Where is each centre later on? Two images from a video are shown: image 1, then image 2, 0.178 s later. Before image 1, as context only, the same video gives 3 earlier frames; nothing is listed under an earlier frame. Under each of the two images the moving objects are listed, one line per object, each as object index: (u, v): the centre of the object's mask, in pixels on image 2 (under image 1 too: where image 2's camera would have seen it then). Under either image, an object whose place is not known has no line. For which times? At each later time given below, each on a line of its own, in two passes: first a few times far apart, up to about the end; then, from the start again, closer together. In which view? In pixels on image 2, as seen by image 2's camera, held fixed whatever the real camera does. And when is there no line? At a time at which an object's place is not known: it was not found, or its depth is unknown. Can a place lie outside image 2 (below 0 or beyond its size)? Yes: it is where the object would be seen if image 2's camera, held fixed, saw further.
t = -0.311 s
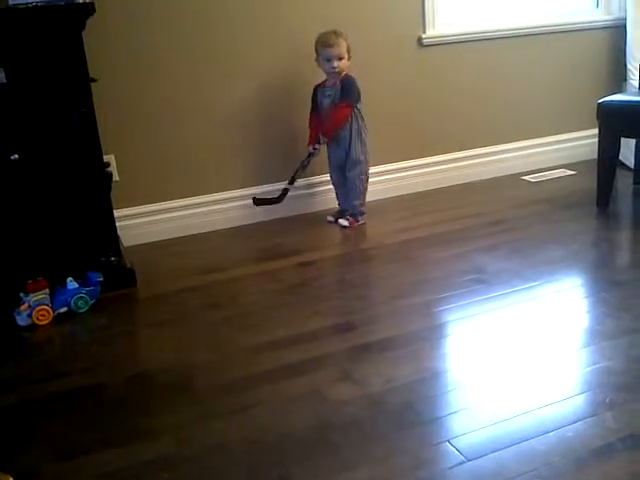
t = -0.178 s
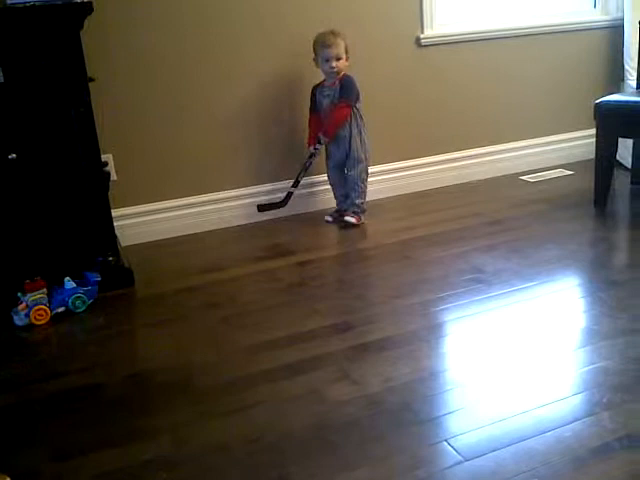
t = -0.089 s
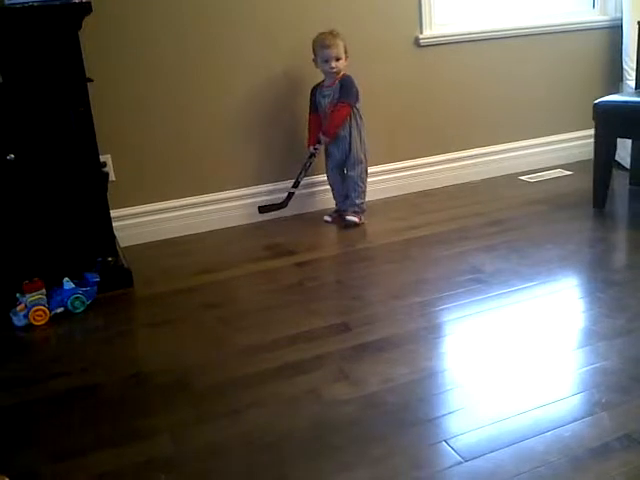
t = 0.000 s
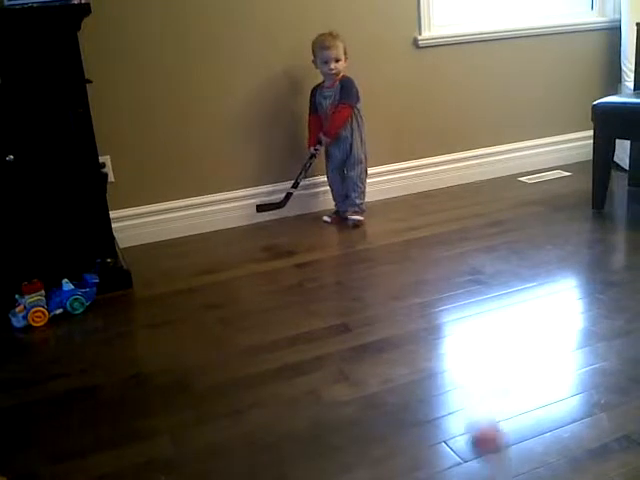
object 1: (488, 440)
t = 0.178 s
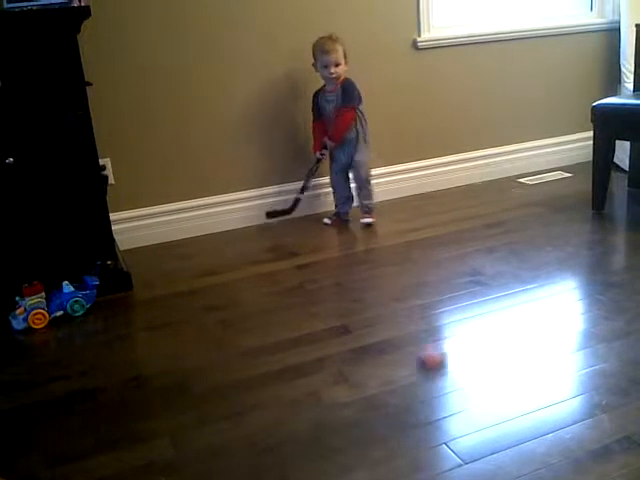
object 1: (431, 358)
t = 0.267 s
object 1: (413, 334)
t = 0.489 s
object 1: (389, 296)
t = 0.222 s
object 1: (422, 345)
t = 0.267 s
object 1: (413, 334)
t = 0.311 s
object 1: (403, 315)
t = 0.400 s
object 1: (399, 309)
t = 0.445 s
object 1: (395, 302)
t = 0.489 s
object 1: (389, 296)
